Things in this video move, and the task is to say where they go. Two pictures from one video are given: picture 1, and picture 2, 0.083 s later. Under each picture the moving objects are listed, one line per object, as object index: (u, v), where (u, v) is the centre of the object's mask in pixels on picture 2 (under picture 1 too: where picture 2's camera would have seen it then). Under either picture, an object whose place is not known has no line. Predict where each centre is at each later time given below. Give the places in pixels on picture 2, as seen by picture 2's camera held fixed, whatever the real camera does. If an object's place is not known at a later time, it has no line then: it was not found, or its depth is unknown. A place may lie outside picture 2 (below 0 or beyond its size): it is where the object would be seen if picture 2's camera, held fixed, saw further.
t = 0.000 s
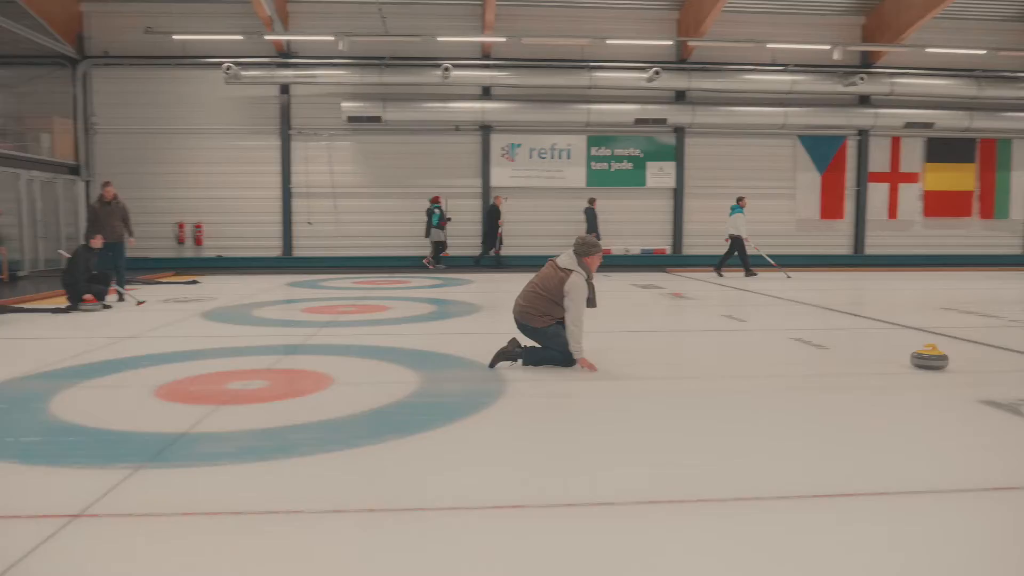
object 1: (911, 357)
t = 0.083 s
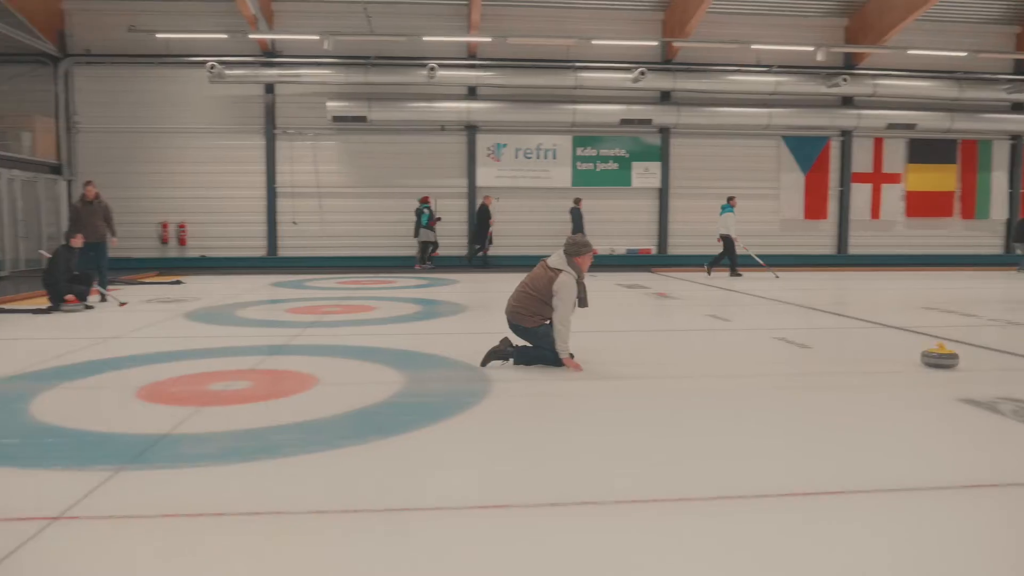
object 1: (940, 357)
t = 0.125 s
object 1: (954, 358)
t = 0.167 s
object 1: (968, 358)
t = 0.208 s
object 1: (981, 357)
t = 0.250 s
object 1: (995, 356)
